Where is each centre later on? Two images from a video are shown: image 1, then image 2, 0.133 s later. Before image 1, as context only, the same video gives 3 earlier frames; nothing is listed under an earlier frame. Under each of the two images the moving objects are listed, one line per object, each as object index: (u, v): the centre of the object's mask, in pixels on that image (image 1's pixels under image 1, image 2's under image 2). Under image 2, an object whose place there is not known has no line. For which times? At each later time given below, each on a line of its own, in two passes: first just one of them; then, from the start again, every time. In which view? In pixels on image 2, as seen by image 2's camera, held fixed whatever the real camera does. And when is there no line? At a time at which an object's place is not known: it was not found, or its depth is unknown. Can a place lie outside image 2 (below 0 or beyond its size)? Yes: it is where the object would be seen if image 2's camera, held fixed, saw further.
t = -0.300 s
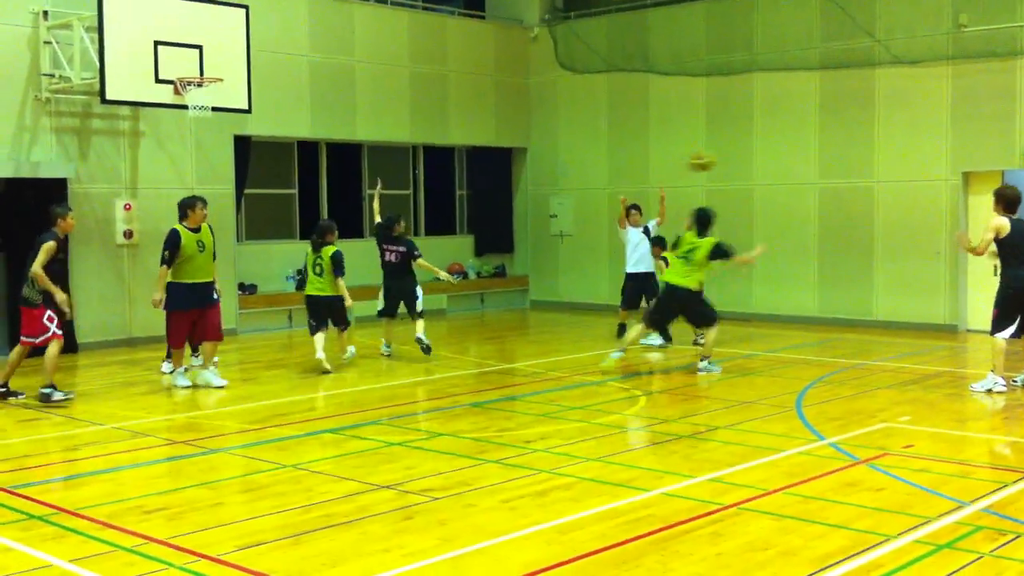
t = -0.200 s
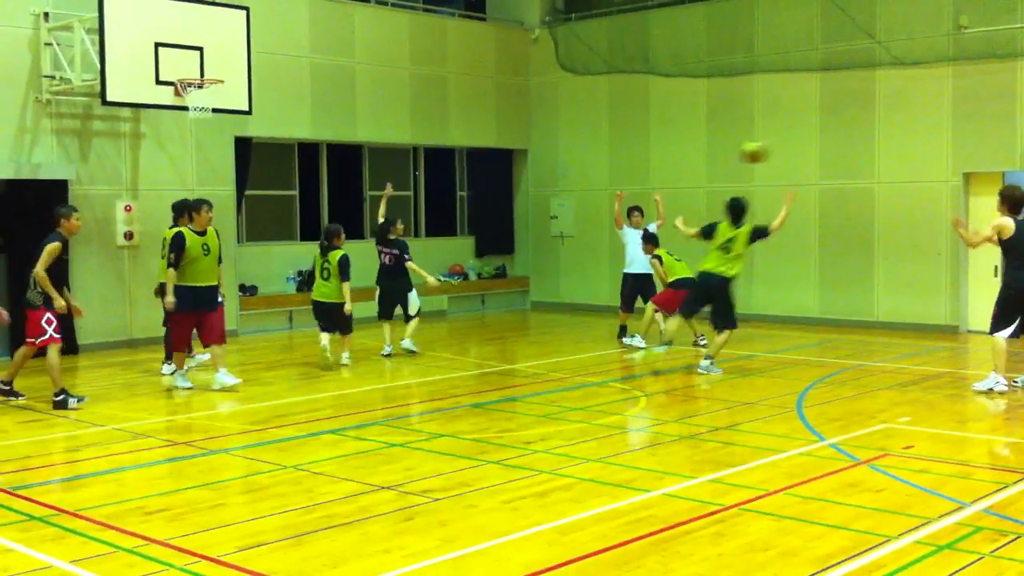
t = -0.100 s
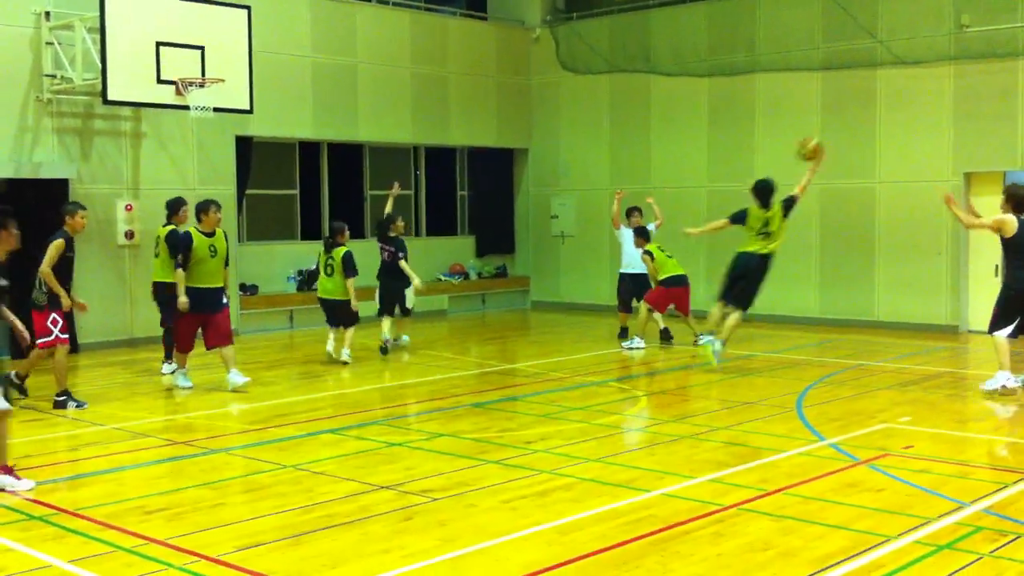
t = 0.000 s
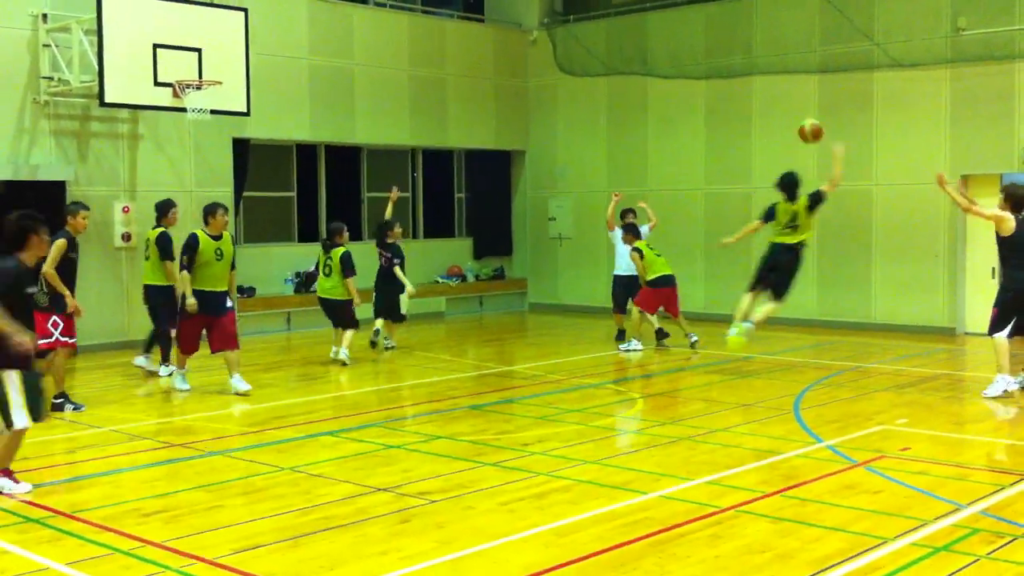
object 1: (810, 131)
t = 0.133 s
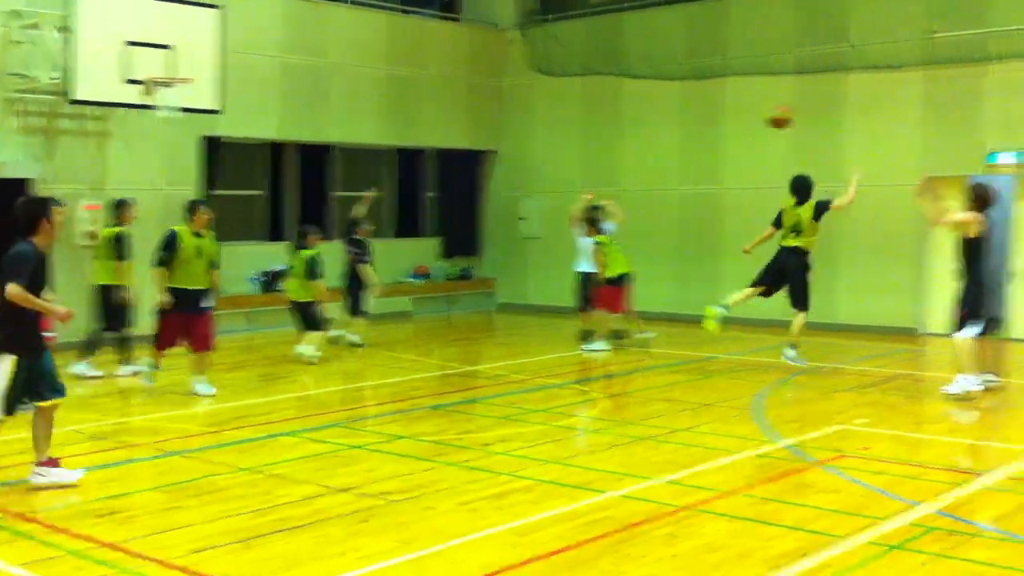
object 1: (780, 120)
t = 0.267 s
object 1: (772, 118)
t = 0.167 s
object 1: (780, 115)
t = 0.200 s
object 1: (779, 116)
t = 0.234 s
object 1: (776, 119)
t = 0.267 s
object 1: (772, 118)
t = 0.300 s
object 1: (771, 122)
